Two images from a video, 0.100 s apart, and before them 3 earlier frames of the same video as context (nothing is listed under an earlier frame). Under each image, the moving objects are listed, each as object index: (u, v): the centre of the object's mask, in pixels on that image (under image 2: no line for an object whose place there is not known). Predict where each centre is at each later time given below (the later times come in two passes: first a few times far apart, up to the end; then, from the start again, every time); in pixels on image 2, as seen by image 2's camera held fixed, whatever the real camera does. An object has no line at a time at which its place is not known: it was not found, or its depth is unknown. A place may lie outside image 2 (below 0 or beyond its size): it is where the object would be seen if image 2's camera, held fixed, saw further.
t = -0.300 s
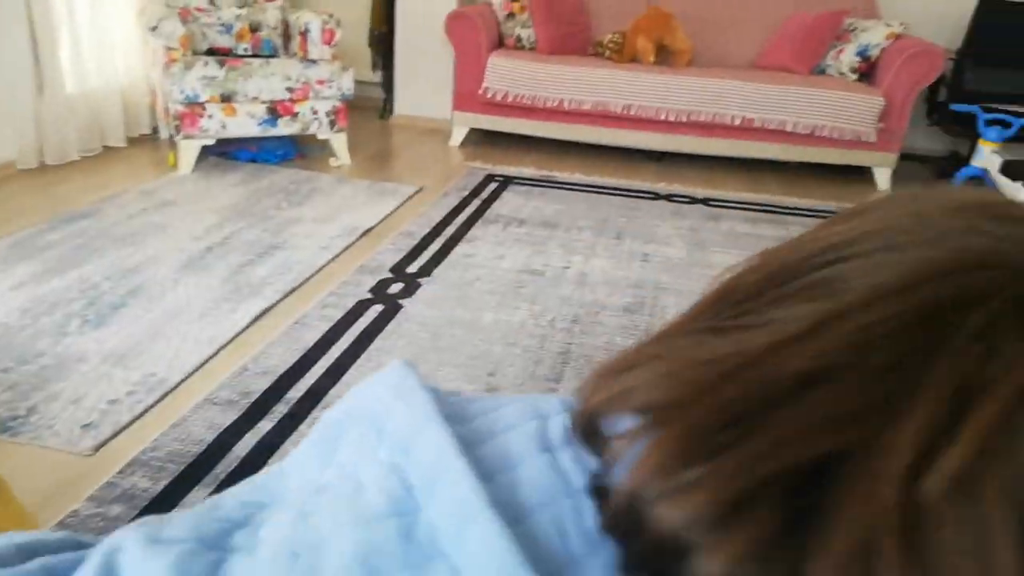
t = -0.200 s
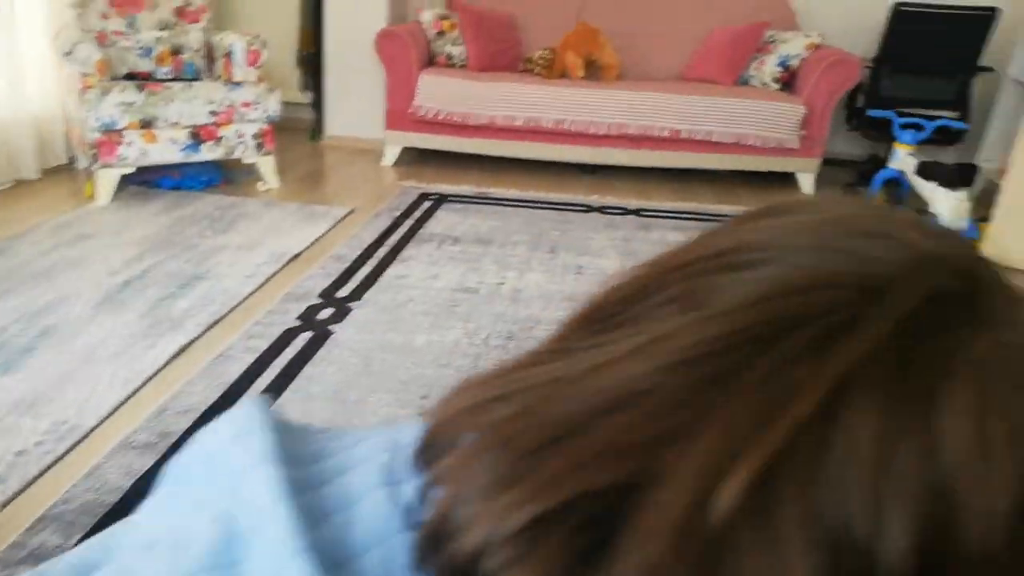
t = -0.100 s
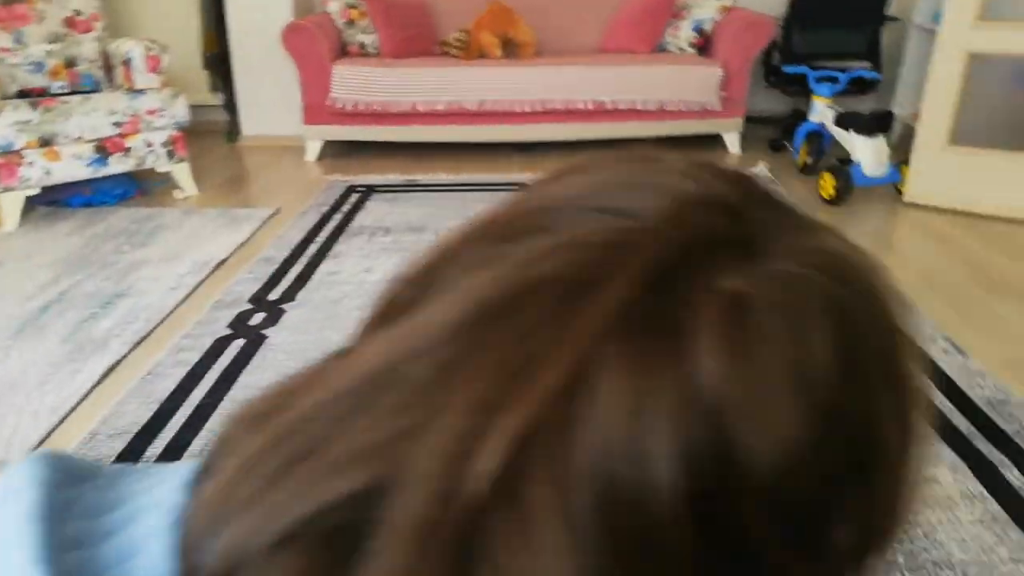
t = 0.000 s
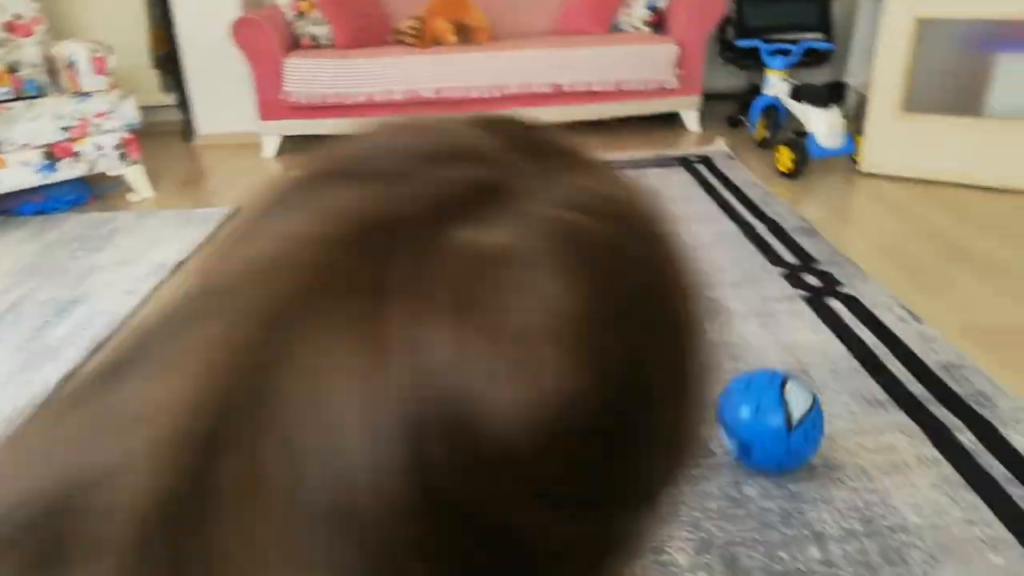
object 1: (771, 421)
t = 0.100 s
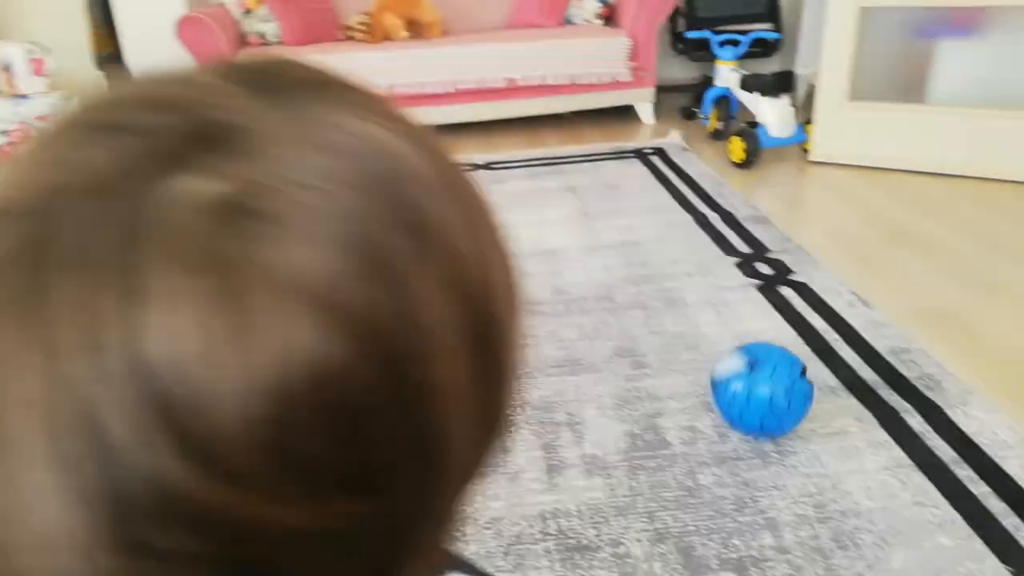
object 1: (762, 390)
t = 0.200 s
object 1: (796, 368)
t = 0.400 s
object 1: (846, 332)
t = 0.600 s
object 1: (882, 298)
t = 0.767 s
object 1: (903, 273)
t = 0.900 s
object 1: (916, 257)
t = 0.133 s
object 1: (776, 382)
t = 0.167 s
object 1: (786, 373)
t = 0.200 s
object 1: (796, 368)
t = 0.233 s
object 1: (806, 361)
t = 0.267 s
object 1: (815, 353)
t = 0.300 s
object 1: (824, 349)
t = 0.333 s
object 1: (831, 344)
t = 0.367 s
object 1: (839, 338)
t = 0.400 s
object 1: (846, 332)
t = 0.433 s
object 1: (853, 326)
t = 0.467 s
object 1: (859, 319)
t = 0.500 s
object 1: (866, 313)
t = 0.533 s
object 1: (872, 308)
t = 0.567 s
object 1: (878, 302)
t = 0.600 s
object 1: (882, 298)
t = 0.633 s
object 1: (887, 292)
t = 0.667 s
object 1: (892, 287)
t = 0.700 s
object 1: (895, 282)
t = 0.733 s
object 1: (900, 279)
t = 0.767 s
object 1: (903, 273)
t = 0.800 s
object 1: (907, 269)
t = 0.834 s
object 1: (910, 264)
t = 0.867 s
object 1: (913, 260)
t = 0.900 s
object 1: (916, 257)
